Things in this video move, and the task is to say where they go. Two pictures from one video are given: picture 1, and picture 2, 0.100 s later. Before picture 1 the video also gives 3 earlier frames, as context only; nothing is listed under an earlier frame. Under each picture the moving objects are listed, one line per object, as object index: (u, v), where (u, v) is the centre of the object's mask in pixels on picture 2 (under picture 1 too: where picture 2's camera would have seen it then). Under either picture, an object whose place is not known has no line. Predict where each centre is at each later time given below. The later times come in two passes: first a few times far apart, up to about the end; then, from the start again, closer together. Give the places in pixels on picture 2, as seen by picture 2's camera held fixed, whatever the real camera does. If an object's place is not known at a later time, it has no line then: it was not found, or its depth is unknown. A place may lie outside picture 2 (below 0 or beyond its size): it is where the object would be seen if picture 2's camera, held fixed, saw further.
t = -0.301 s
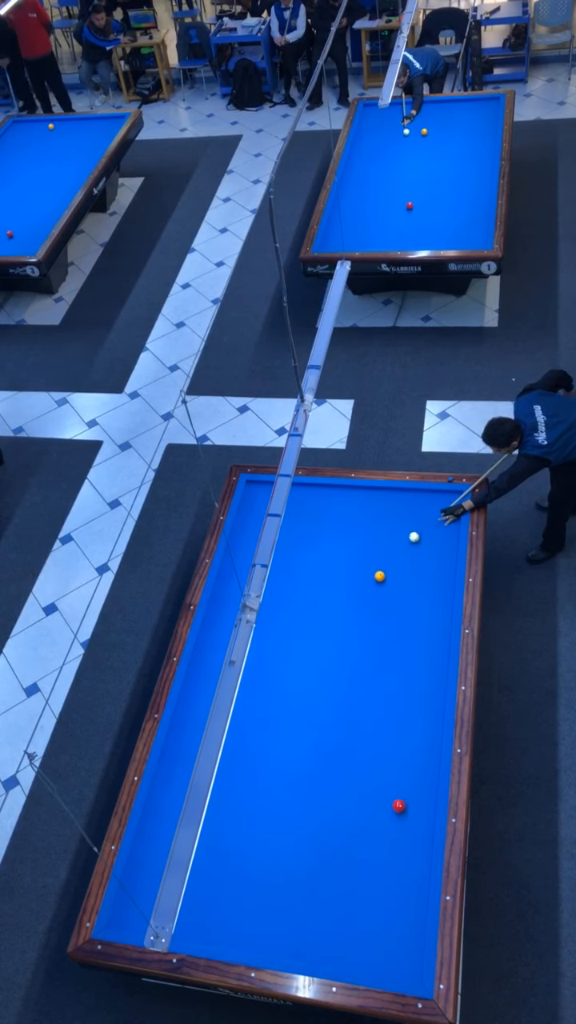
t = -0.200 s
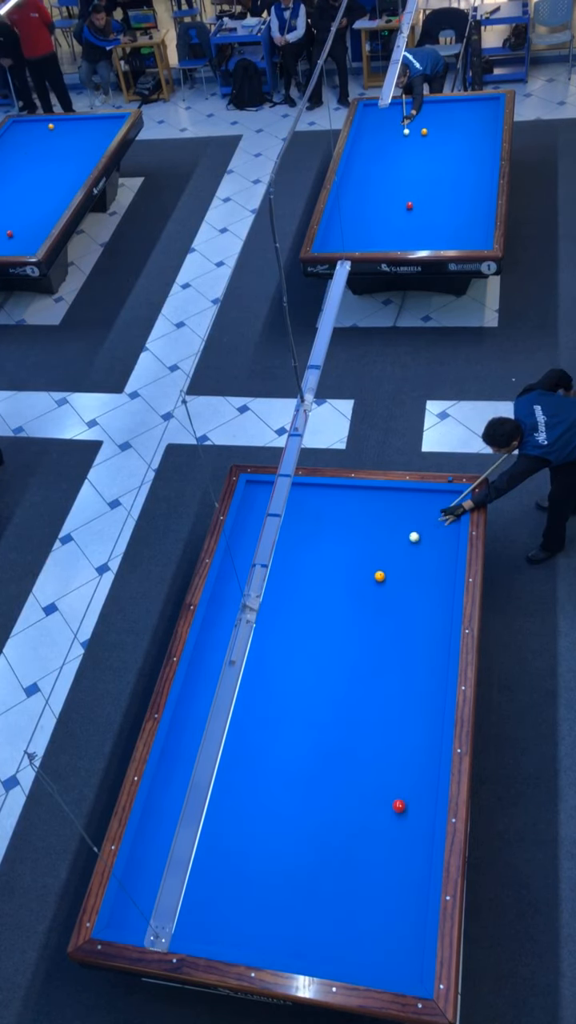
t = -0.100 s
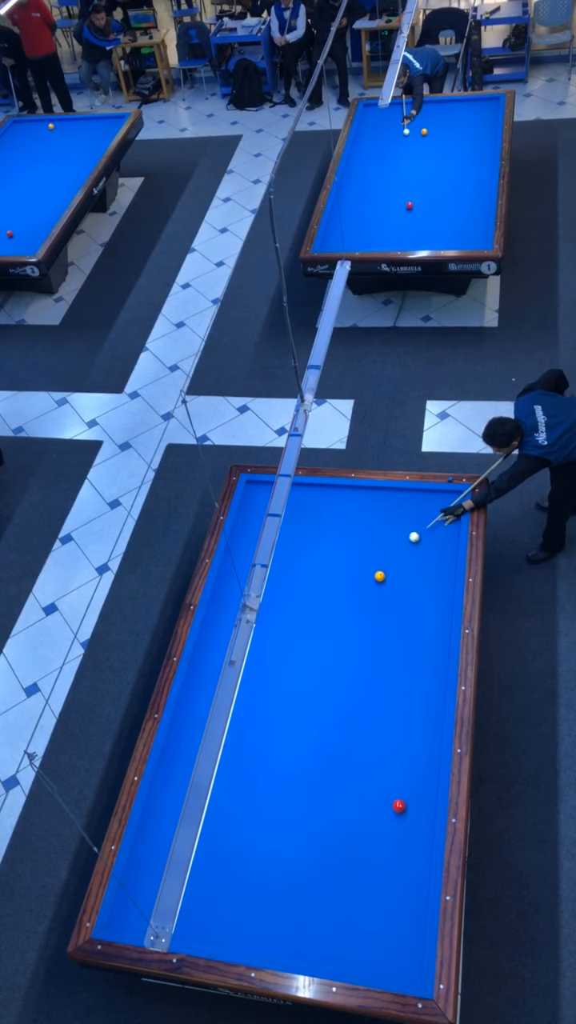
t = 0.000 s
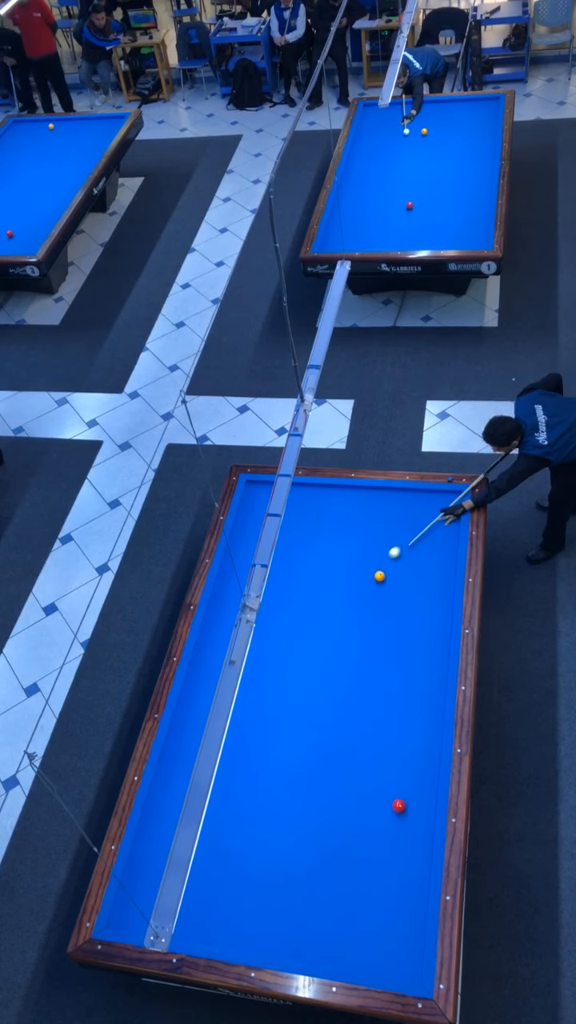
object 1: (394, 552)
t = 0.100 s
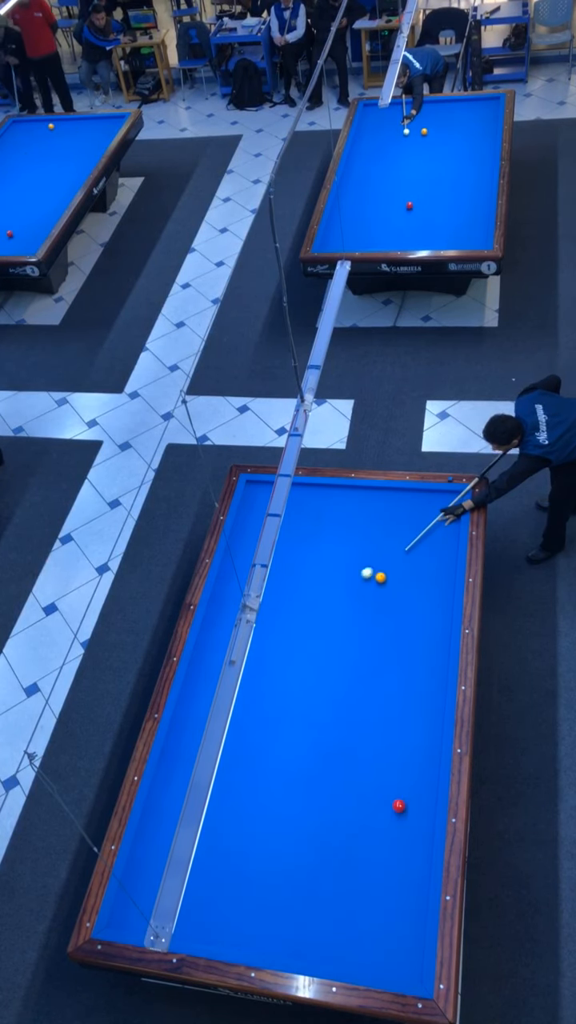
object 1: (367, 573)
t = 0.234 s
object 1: (330, 593)
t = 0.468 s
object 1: (271, 628)
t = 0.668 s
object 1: (219, 658)
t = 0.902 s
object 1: (200, 703)
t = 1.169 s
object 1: (220, 764)
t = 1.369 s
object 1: (230, 812)
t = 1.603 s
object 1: (247, 874)
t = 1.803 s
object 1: (263, 933)
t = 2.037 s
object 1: (304, 921)
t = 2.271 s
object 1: (349, 893)
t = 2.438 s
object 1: (379, 874)
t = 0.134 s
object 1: (357, 578)
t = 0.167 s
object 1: (348, 583)
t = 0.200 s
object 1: (339, 588)
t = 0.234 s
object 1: (330, 593)
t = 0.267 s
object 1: (322, 598)
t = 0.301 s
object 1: (313, 603)
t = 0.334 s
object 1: (305, 608)
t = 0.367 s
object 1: (297, 613)
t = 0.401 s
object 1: (288, 618)
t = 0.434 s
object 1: (280, 623)
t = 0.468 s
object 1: (271, 628)
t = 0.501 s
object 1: (263, 633)
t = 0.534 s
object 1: (255, 638)
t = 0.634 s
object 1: (224, 653)
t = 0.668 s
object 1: (219, 658)
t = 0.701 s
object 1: (210, 663)
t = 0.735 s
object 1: (201, 669)
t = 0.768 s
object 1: (192, 674)
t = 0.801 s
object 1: (191, 681)
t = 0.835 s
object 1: (194, 688)
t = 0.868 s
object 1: (197, 695)
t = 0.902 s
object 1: (200, 703)
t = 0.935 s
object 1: (202, 710)
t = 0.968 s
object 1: (203, 717)
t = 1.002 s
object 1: (204, 724)
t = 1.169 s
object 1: (220, 764)
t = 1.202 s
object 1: (220, 771)
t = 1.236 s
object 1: (221, 779)
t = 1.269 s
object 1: (223, 787)
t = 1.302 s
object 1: (226, 796)
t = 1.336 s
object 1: (228, 804)
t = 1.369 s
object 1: (230, 812)
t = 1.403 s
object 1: (233, 821)
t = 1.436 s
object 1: (235, 830)
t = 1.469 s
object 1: (237, 838)
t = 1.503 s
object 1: (240, 847)
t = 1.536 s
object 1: (242, 857)
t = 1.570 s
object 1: (244, 866)
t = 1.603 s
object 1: (247, 874)
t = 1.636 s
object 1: (249, 884)
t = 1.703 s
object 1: (255, 903)
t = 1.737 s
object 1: (257, 913)
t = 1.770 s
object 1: (260, 923)
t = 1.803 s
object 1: (263, 933)
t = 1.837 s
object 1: (265, 943)
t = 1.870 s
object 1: (270, 948)
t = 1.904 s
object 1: (277, 942)
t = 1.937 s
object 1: (284, 936)
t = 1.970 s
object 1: (291, 930)
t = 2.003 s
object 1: (298, 926)
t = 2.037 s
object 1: (304, 921)
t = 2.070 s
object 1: (311, 917)
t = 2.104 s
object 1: (317, 913)
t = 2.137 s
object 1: (324, 909)
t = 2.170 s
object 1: (330, 905)
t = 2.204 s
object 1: (336, 901)
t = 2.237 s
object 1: (343, 897)
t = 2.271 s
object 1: (349, 893)
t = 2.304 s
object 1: (355, 890)
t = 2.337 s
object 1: (361, 886)
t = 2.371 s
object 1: (367, 882)
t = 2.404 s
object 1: (373, 878)
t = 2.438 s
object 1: (379, 874)
